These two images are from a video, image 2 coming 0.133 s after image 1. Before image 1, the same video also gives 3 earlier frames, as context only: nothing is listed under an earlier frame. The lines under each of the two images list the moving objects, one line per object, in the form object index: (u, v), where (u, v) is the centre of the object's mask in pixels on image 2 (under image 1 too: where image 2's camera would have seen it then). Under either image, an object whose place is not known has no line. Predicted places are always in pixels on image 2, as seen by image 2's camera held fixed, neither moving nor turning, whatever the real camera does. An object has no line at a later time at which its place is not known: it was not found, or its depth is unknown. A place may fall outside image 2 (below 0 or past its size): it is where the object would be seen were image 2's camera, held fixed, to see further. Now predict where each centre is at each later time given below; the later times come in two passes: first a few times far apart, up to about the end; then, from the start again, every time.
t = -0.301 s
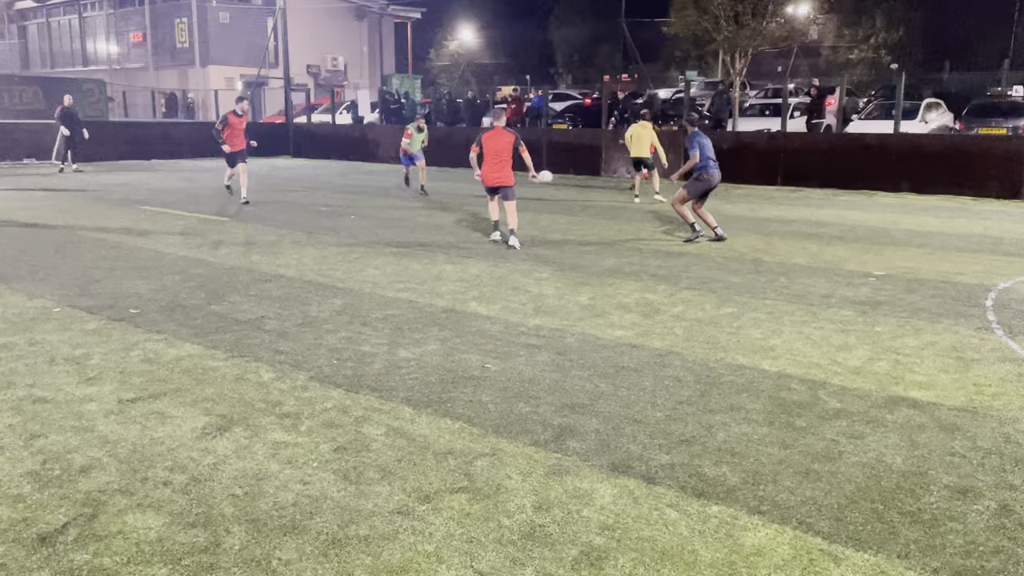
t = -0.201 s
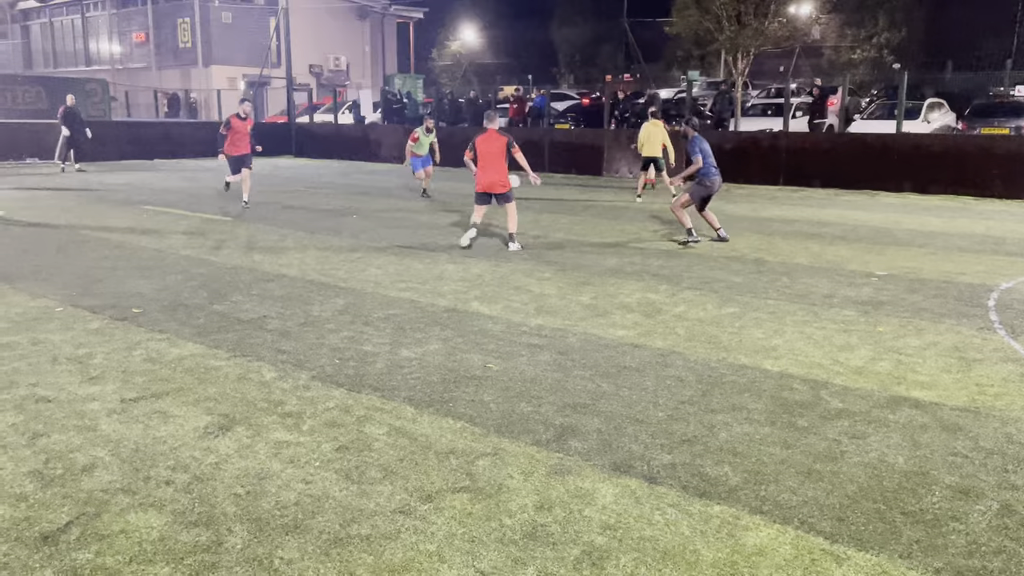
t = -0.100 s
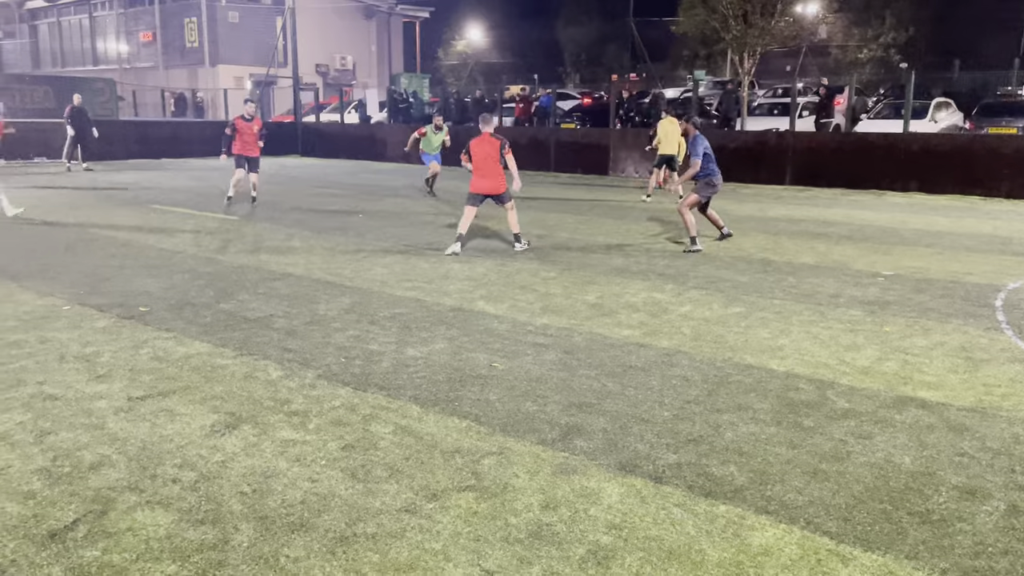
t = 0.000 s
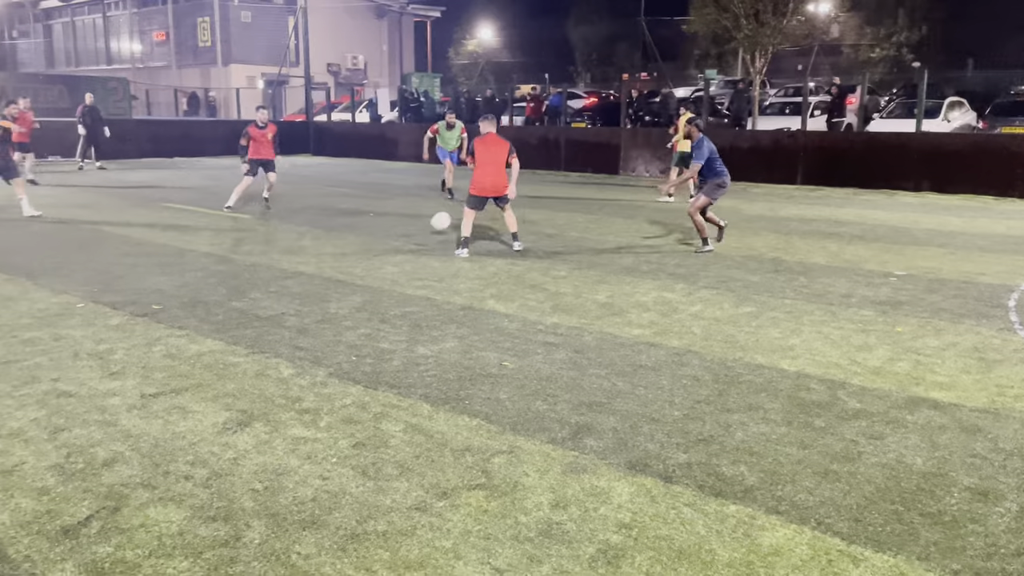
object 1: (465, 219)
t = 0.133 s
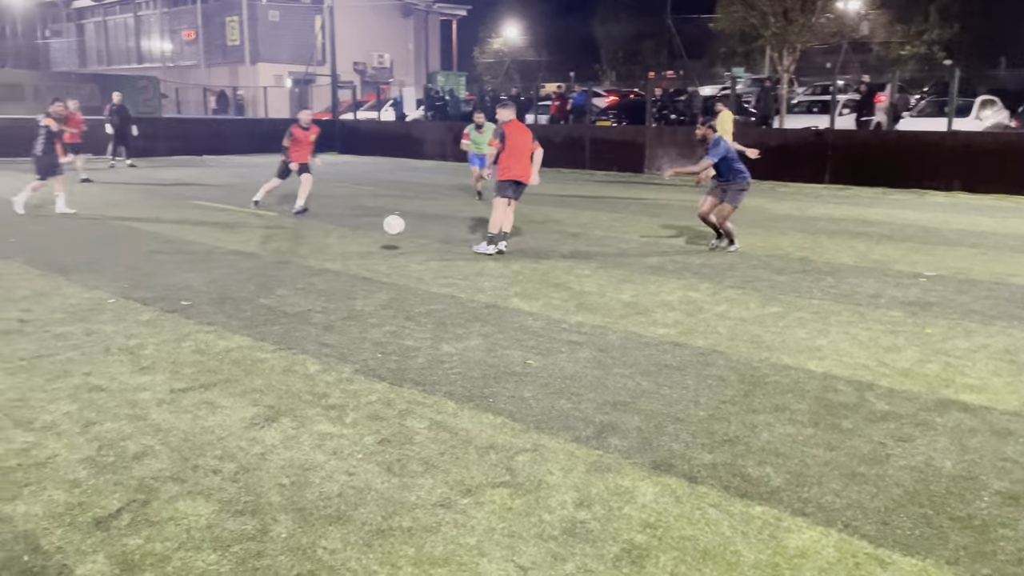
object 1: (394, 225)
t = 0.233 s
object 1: (326, 227)
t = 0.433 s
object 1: (114, 282)
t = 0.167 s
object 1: (374, 224)
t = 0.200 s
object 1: (351, 225)
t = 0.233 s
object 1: (326, 227)
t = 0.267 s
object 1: (300, 230)
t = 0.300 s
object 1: (270, 235)
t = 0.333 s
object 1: (237, 243)
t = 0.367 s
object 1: (200, 253)
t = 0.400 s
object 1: (160, 265)
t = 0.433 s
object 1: (114, 282)
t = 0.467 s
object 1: (61, 302)
